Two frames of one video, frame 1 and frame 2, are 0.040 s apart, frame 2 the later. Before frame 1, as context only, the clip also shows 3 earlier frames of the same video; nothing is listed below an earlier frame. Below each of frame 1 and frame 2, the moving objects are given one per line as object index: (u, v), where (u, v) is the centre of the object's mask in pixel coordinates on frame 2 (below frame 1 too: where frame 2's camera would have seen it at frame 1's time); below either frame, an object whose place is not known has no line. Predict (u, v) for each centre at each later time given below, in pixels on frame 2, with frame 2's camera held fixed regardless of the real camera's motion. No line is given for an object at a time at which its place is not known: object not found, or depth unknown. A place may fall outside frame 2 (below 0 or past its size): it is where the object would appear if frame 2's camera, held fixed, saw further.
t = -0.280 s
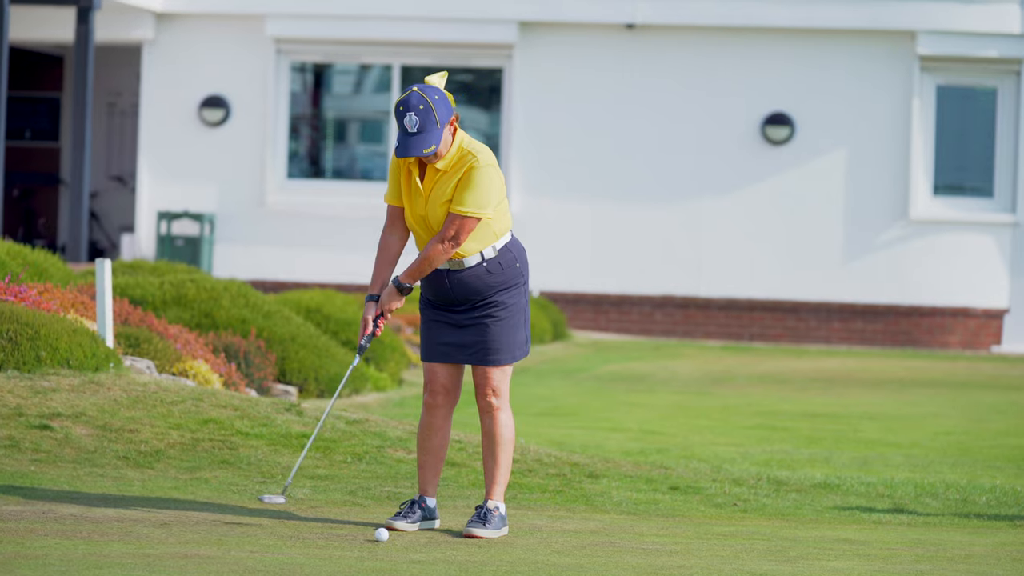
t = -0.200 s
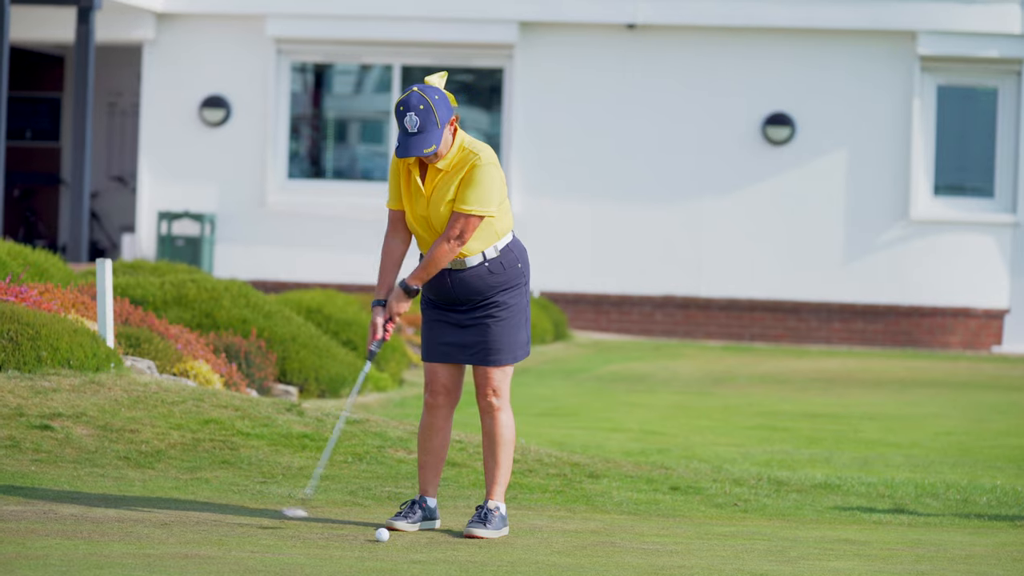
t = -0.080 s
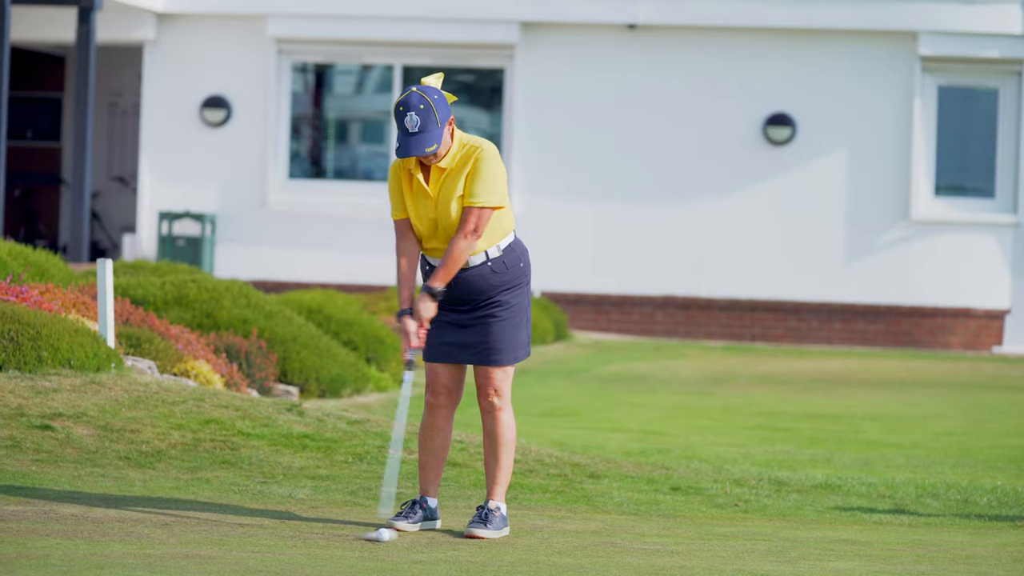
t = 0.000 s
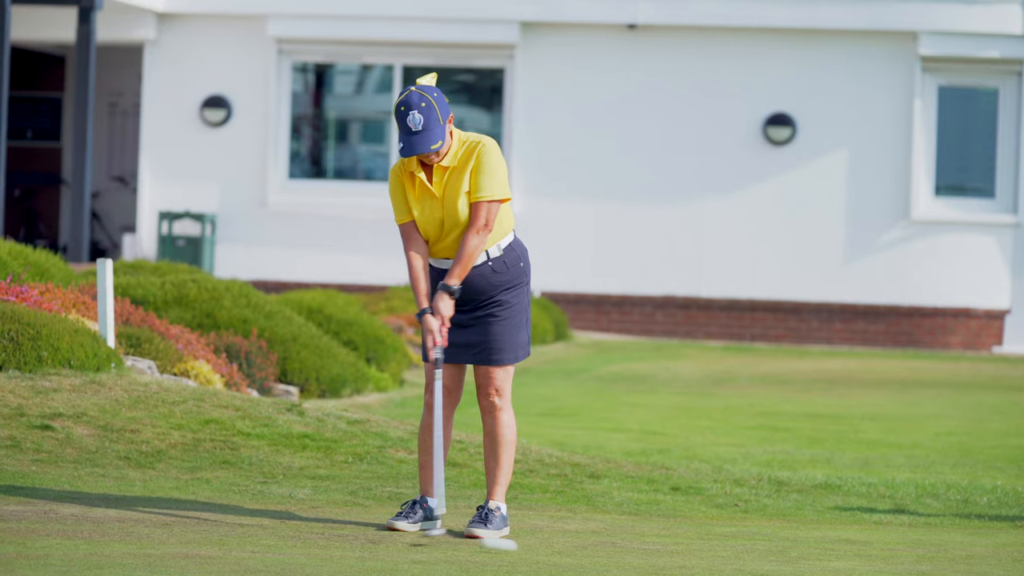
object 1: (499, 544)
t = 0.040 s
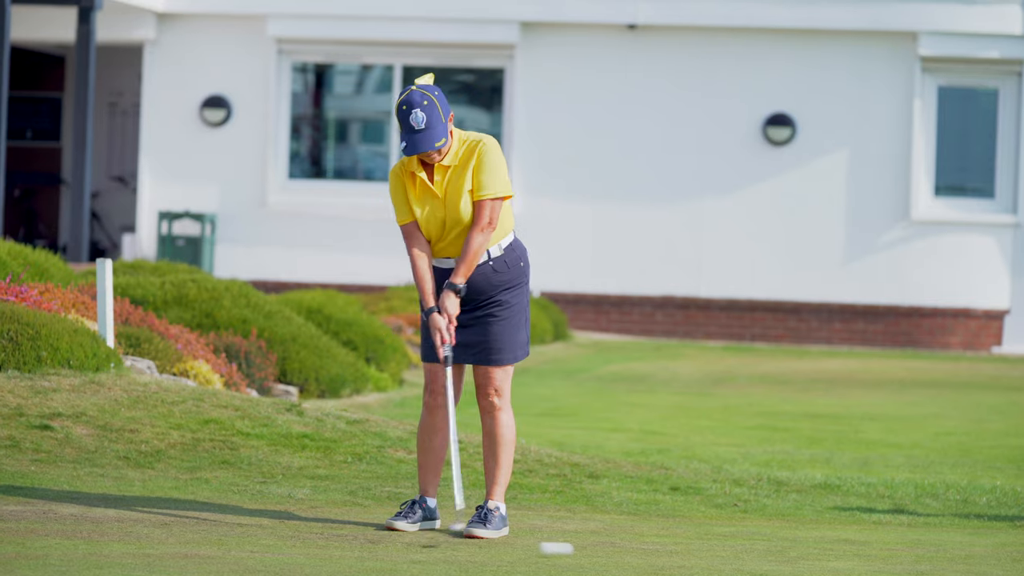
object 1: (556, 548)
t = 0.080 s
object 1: (609, 552)
